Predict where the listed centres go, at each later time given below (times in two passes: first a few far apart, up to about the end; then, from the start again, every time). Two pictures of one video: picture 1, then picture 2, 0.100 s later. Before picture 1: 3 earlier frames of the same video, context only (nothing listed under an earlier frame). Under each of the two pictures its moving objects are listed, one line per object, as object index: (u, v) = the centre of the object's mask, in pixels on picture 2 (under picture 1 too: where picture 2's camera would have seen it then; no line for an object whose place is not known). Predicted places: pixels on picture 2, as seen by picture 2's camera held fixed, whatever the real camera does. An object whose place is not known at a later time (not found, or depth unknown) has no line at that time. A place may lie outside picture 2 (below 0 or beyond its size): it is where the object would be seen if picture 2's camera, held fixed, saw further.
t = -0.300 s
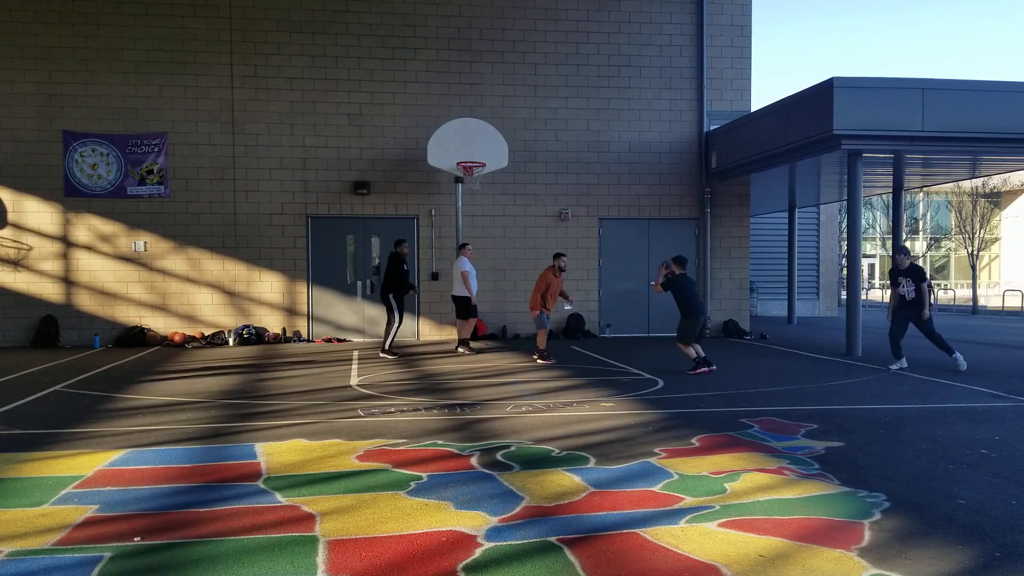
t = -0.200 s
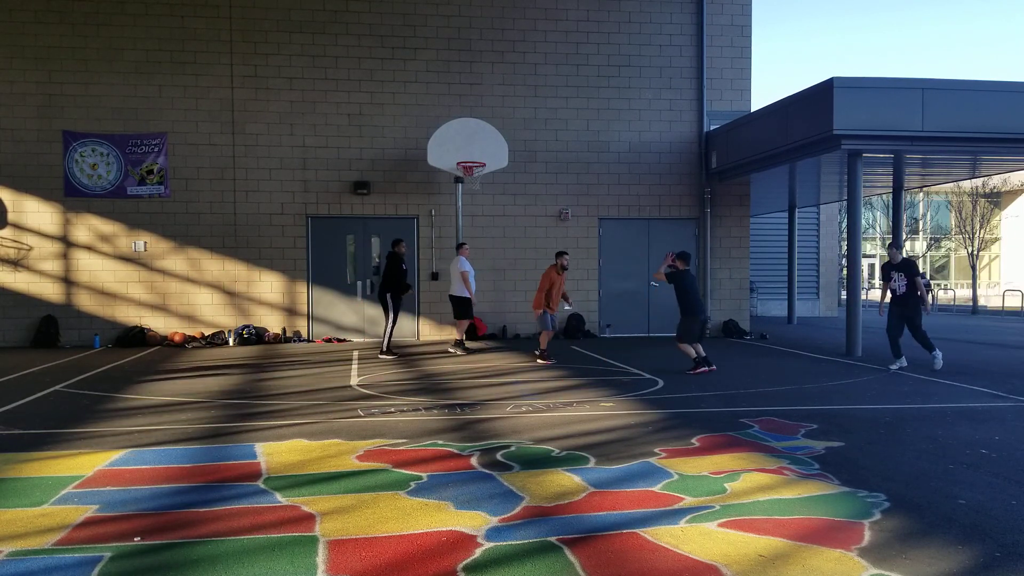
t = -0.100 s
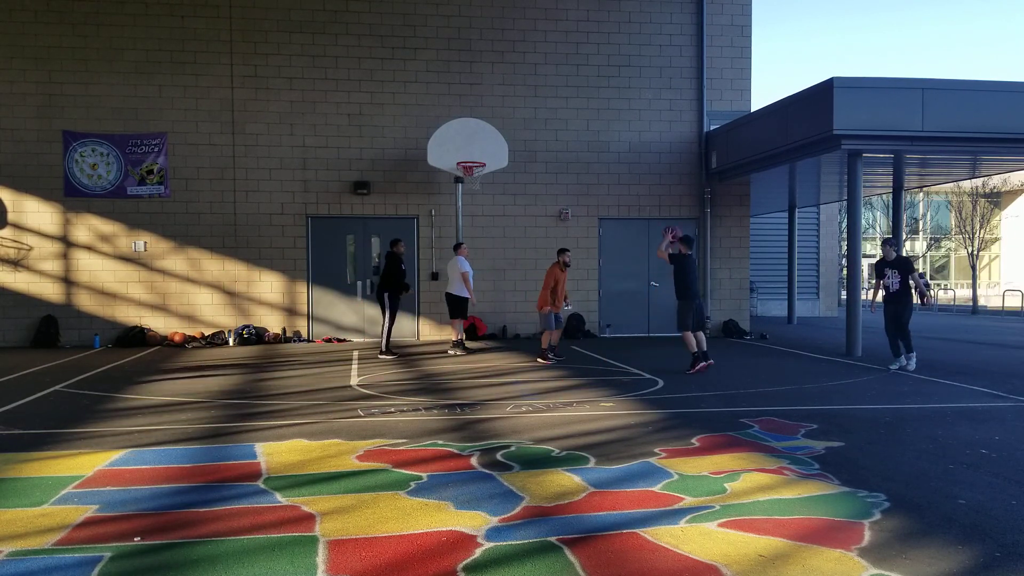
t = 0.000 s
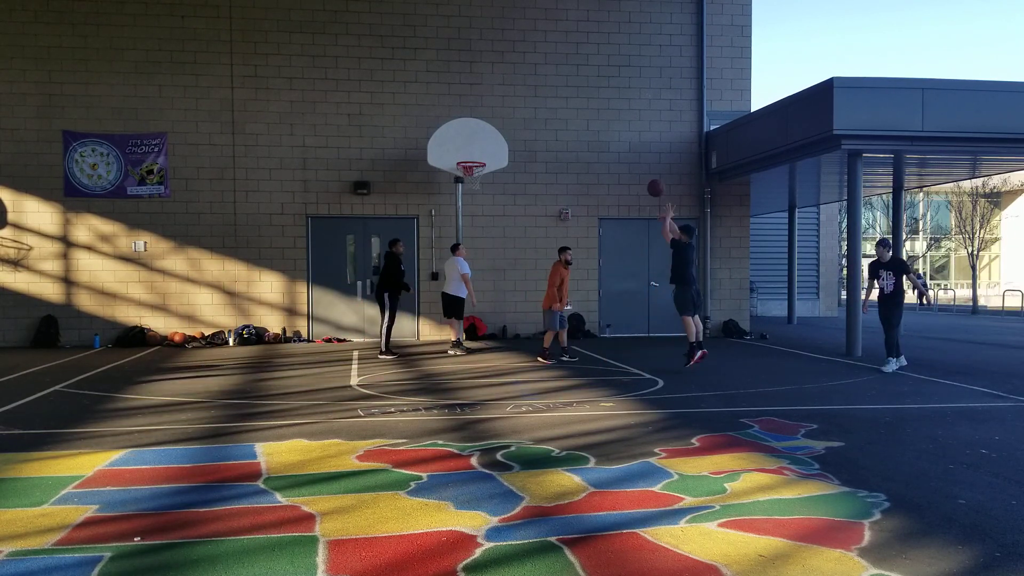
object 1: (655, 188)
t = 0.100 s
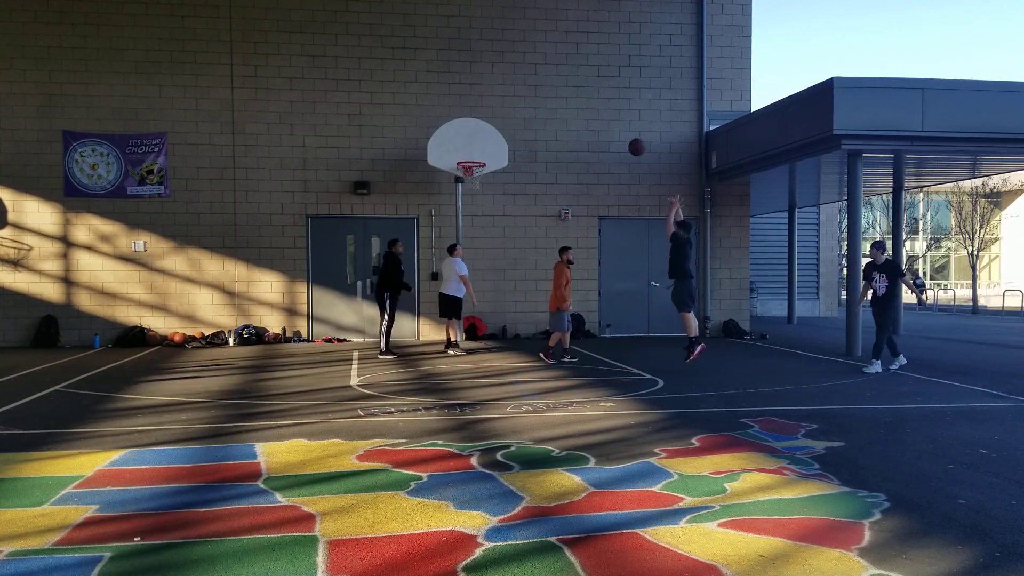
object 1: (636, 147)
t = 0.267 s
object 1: (607, 99)
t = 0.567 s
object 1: (559, 67)
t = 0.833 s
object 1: (520, 89)
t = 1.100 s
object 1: (487, 150)
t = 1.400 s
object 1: (461, 130)
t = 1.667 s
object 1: (449, 137)
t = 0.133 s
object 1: (631, 135)
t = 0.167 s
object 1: (625, 125)
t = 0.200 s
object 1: (619, 115)
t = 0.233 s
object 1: (613, 107)
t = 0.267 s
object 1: (607, 99)
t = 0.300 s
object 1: (601, 92)
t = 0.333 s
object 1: (596, 86)
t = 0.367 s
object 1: (590, 81)
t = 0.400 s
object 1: (584, 77)
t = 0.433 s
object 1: (579, 73)
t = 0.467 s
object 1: (574, 70)
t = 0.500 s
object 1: (569, 68)
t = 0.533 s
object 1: (563, 67)
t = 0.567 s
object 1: (559, 67)
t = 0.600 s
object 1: (553, 67)
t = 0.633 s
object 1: (548, 68)
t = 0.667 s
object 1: (543, 70)
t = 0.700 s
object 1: (539, 72)
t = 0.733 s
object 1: (534, 76)
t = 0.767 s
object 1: (529, 79)
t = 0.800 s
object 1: (525, 84)
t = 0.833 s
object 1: (520, 89)
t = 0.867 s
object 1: (516, 94)
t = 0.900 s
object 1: (512, 101)
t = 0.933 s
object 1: (508, 107)
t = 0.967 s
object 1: (503, 115)
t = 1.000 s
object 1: (500, 122)
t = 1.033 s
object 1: (496, 131)
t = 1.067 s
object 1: (491, 140)
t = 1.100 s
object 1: (487, 150)
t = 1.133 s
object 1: (484, 157)
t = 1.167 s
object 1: (481, 152)
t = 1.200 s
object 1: (478, 147)
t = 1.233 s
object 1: (475, 143)
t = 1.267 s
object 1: (472, 139)
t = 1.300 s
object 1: (469, 136)
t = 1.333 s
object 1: (466, 134)
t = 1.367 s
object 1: (463, 132)
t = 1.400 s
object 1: (461, 130)
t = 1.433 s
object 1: (460, 128)
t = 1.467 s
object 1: (458, 128)
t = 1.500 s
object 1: (457, 127)
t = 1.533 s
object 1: (455, 128)
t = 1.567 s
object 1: (454, 129)
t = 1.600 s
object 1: (452, 131)
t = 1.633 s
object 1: (451, 134)
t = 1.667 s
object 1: (449, 137)
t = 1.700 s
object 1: (448, 141)
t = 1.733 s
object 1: (447, 145)
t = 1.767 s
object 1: (445, 150)
